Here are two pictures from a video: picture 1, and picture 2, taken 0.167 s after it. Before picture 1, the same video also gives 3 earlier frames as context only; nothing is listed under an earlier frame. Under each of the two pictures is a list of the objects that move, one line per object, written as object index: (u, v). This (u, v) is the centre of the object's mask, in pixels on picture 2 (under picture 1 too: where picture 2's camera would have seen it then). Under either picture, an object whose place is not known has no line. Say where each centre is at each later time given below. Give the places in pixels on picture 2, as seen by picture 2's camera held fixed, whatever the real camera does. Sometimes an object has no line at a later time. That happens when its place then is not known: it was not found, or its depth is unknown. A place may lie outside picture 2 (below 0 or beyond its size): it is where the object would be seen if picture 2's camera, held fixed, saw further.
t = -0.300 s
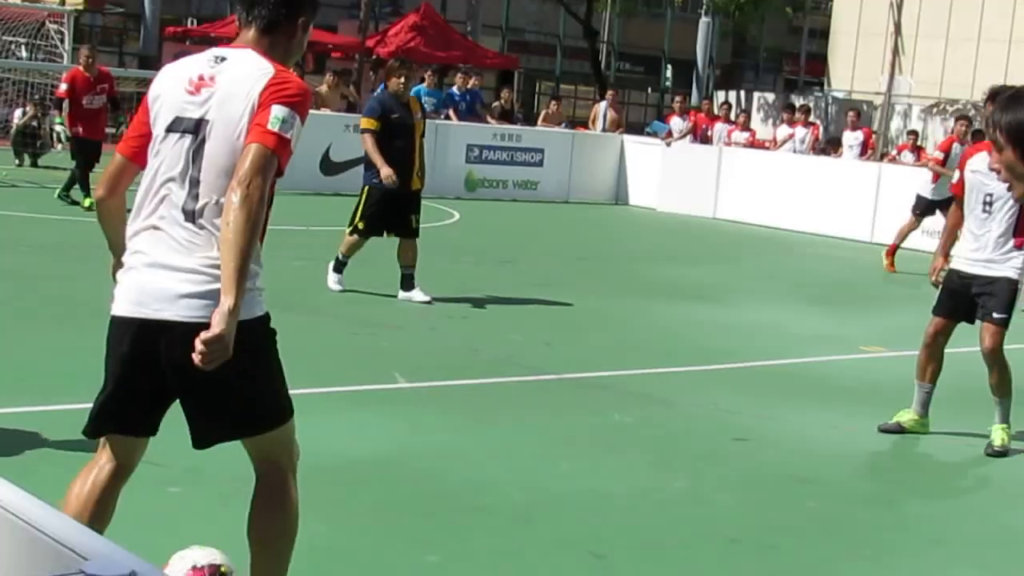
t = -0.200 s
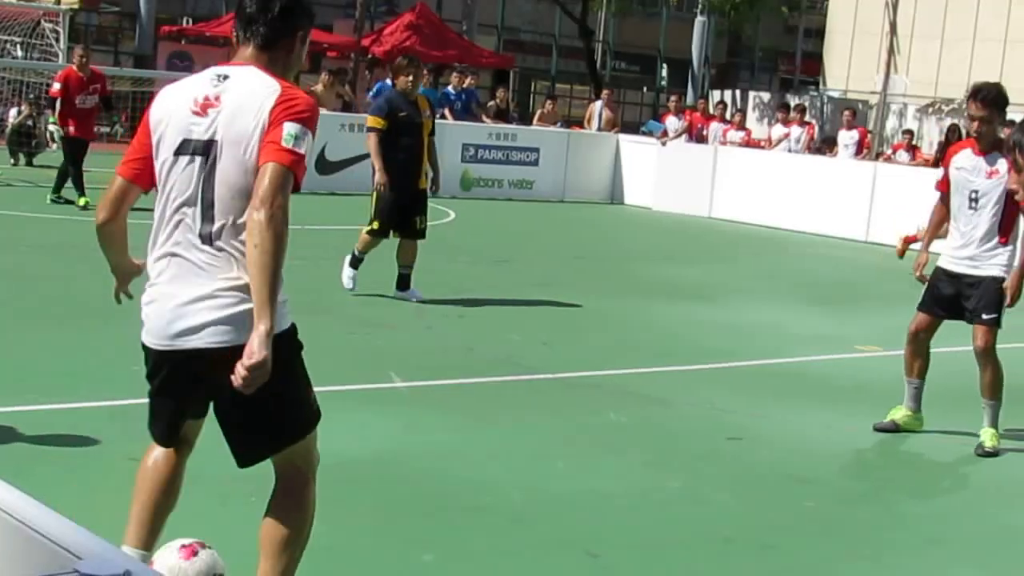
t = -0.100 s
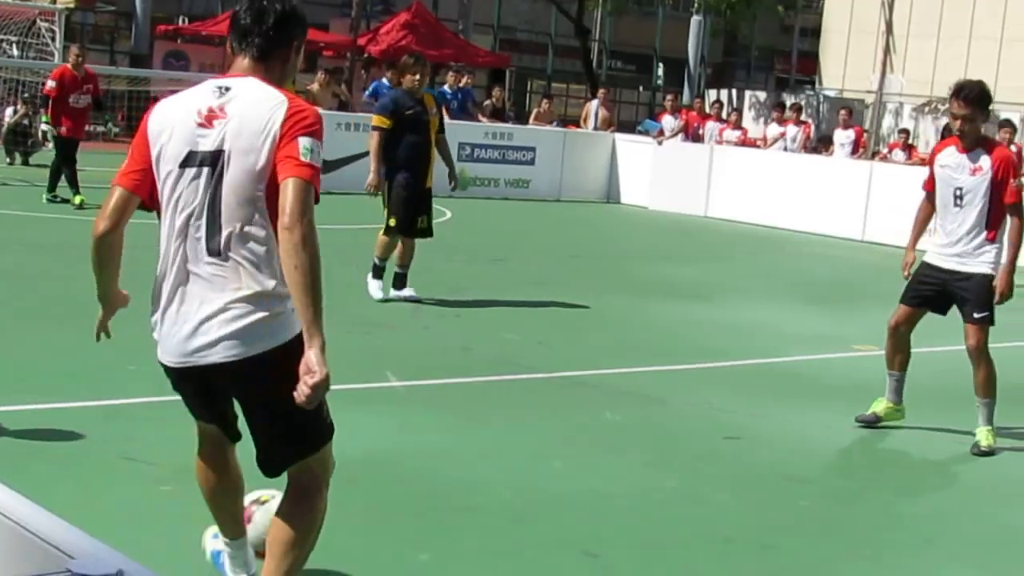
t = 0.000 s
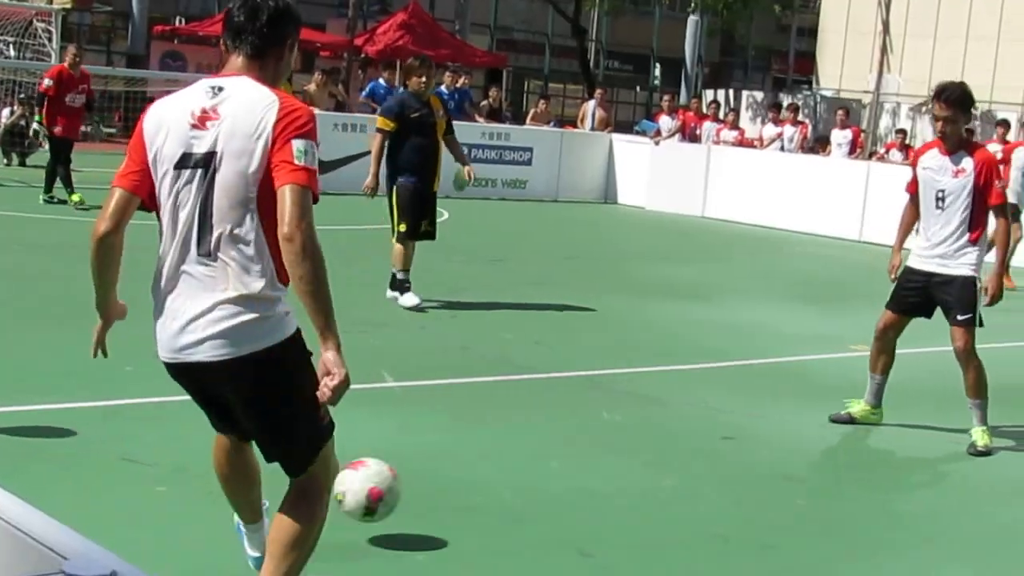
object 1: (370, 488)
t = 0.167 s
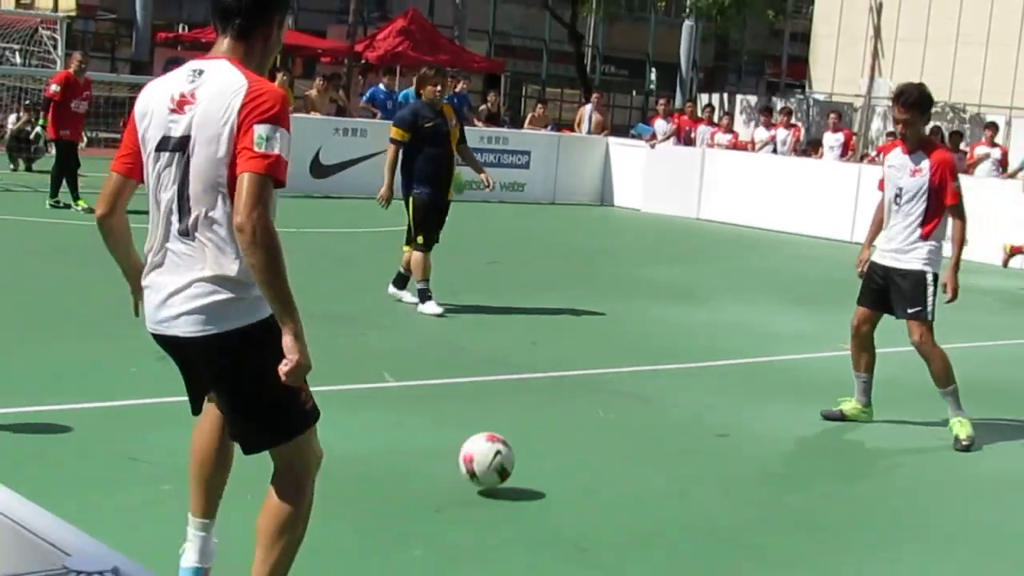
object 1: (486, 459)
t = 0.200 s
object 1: (504, 455)
